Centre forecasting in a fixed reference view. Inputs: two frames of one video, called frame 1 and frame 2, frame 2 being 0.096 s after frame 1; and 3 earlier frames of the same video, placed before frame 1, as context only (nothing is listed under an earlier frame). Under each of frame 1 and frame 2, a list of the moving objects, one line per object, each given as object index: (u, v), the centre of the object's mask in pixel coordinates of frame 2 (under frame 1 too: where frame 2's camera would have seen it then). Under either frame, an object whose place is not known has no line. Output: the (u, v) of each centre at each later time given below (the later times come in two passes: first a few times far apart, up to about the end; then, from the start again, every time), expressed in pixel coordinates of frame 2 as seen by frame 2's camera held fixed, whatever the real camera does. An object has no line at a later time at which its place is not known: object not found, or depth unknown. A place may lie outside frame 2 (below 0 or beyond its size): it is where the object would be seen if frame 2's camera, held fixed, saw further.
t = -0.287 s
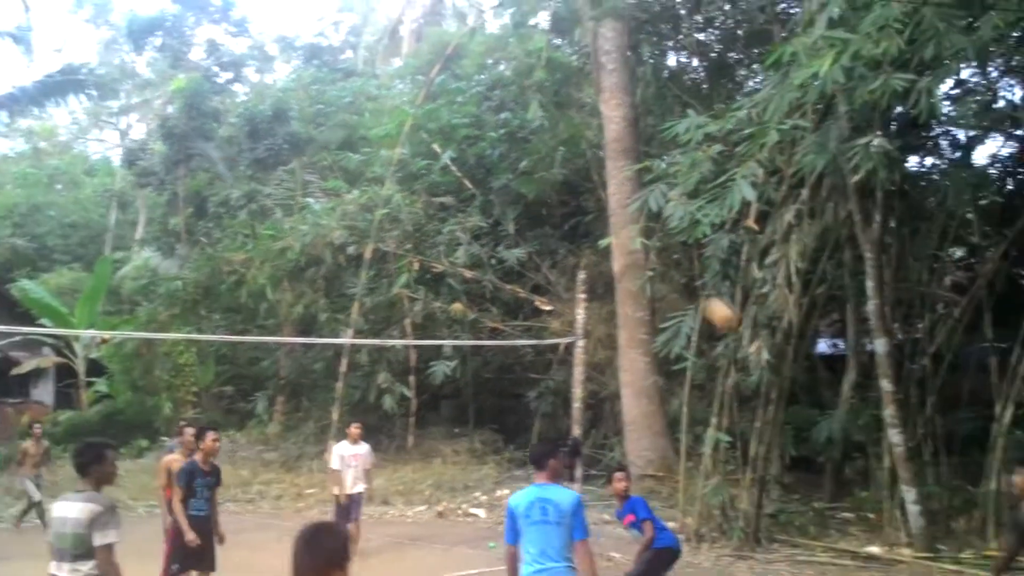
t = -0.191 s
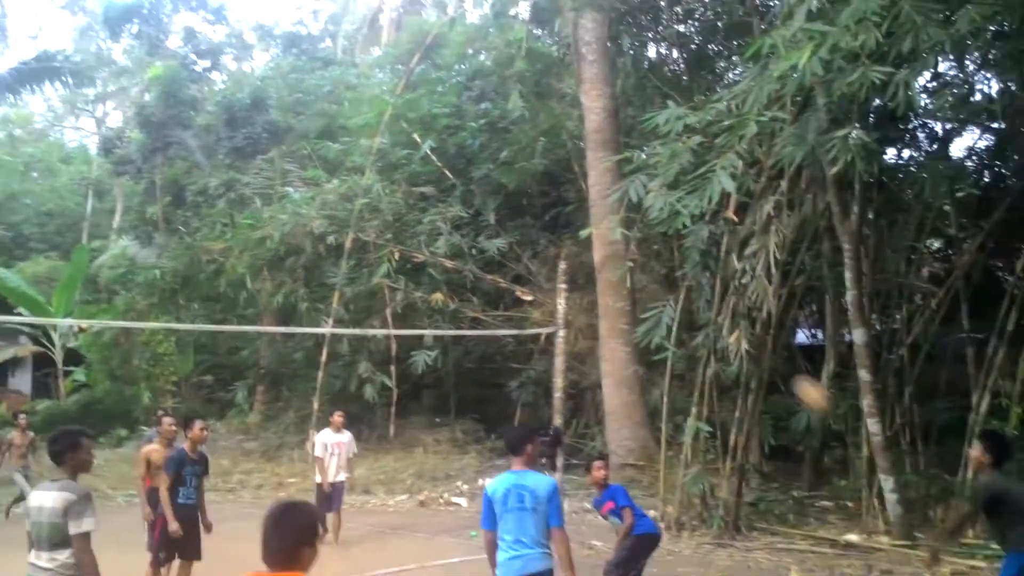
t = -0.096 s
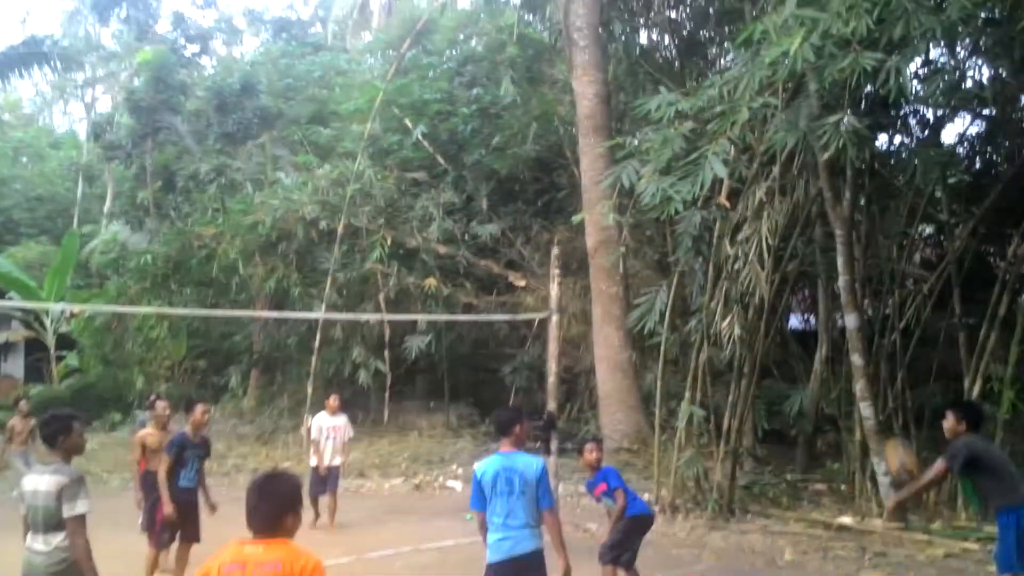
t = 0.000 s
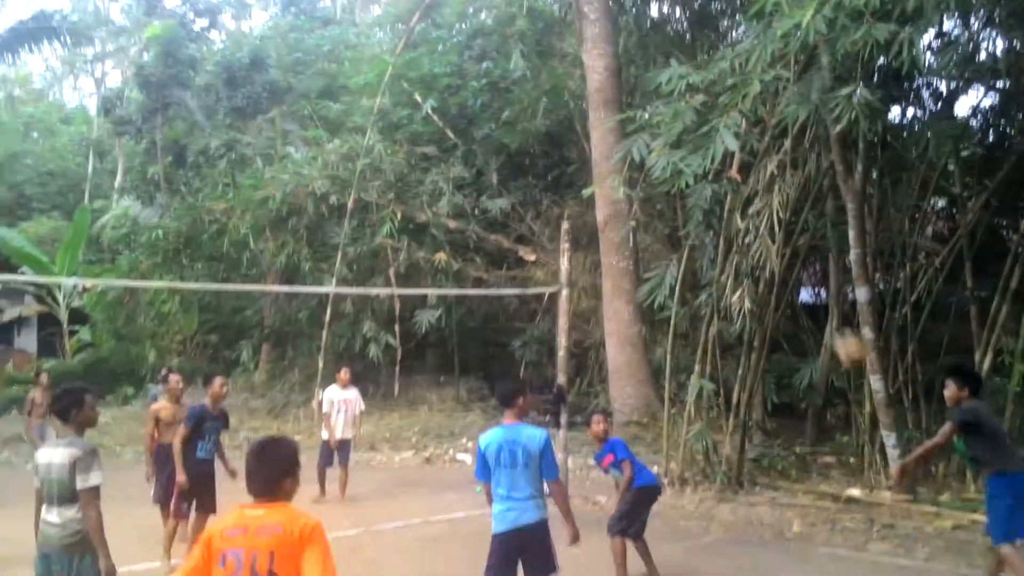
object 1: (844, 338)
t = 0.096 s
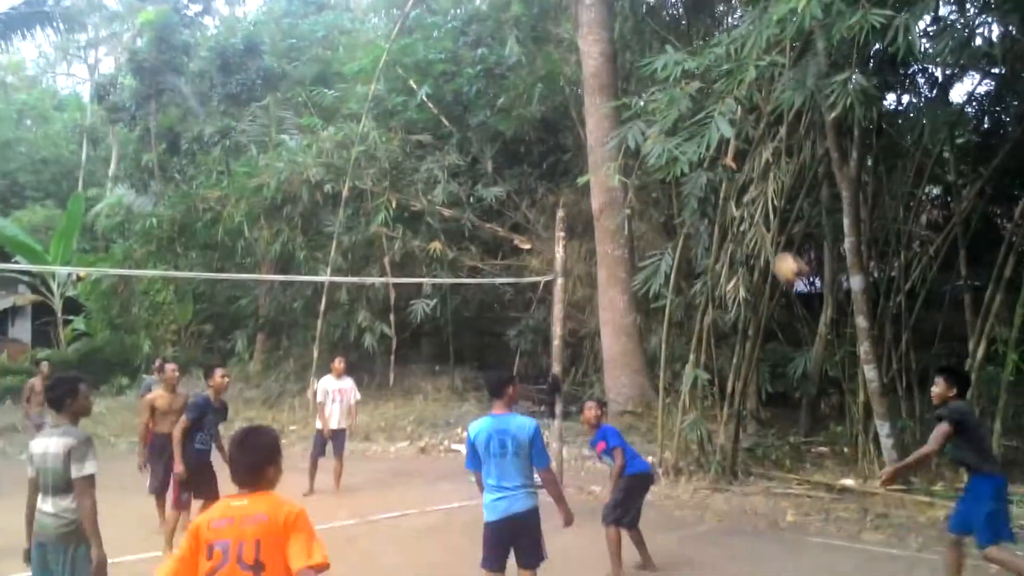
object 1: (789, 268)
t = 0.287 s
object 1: (689, 176)
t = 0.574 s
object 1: (558, 136)
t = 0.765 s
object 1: (481, 167)
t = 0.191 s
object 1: (738, 215)
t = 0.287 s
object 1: (689, 176)
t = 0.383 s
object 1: (643, 150)
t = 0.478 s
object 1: (601, 137)
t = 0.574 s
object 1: (558, 136)
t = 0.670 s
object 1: (519, 146)
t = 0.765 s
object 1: (481, 167)
